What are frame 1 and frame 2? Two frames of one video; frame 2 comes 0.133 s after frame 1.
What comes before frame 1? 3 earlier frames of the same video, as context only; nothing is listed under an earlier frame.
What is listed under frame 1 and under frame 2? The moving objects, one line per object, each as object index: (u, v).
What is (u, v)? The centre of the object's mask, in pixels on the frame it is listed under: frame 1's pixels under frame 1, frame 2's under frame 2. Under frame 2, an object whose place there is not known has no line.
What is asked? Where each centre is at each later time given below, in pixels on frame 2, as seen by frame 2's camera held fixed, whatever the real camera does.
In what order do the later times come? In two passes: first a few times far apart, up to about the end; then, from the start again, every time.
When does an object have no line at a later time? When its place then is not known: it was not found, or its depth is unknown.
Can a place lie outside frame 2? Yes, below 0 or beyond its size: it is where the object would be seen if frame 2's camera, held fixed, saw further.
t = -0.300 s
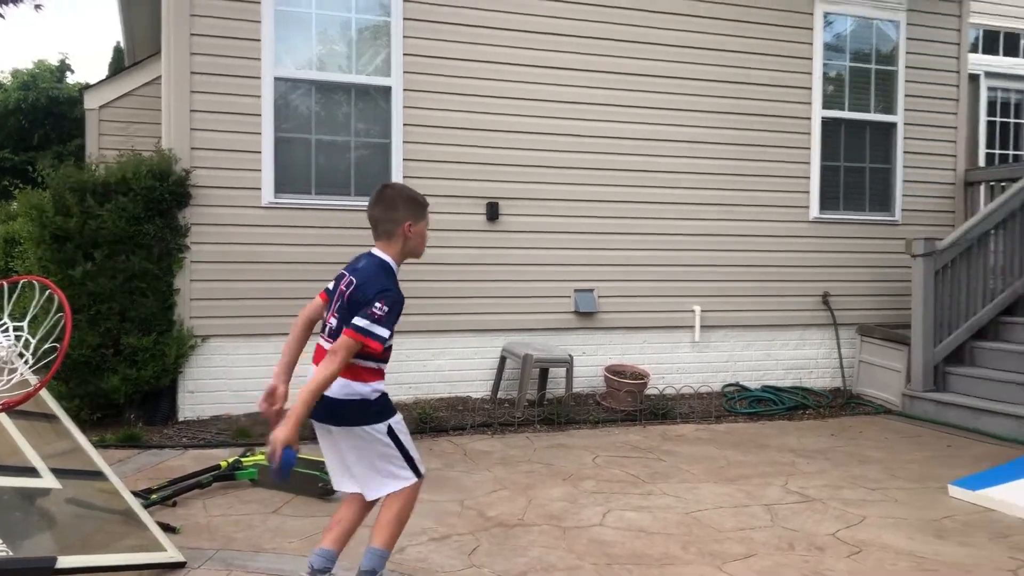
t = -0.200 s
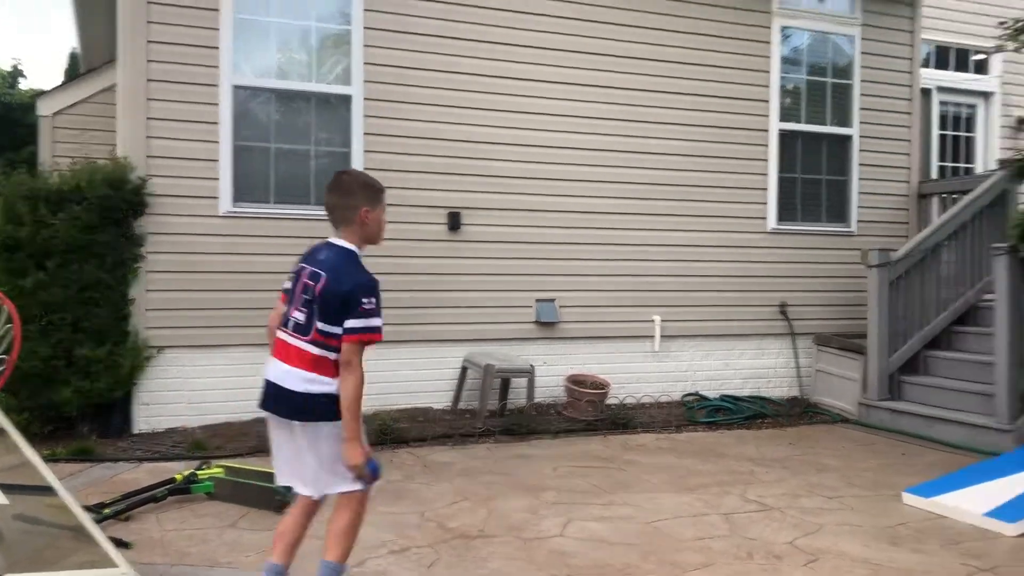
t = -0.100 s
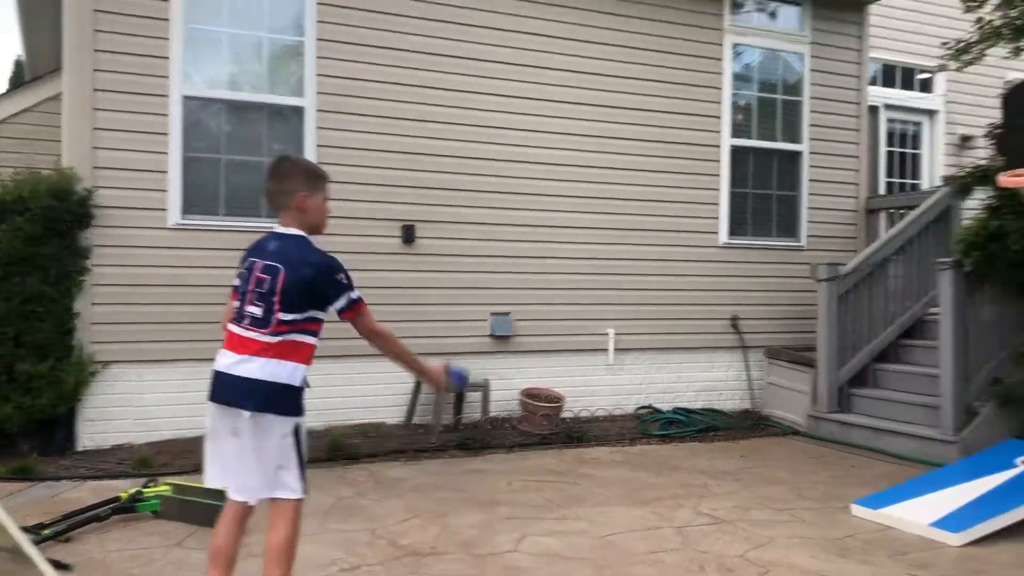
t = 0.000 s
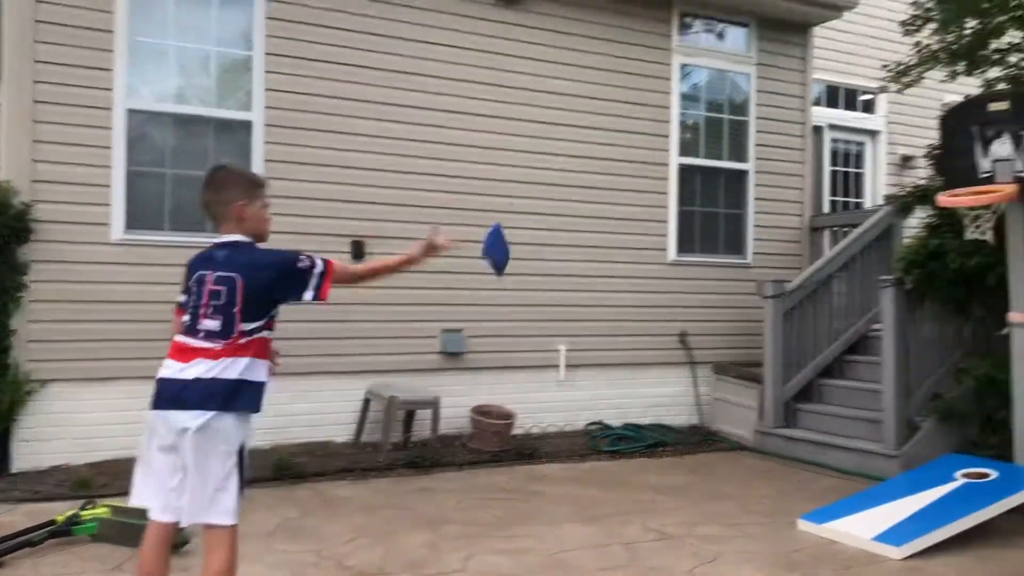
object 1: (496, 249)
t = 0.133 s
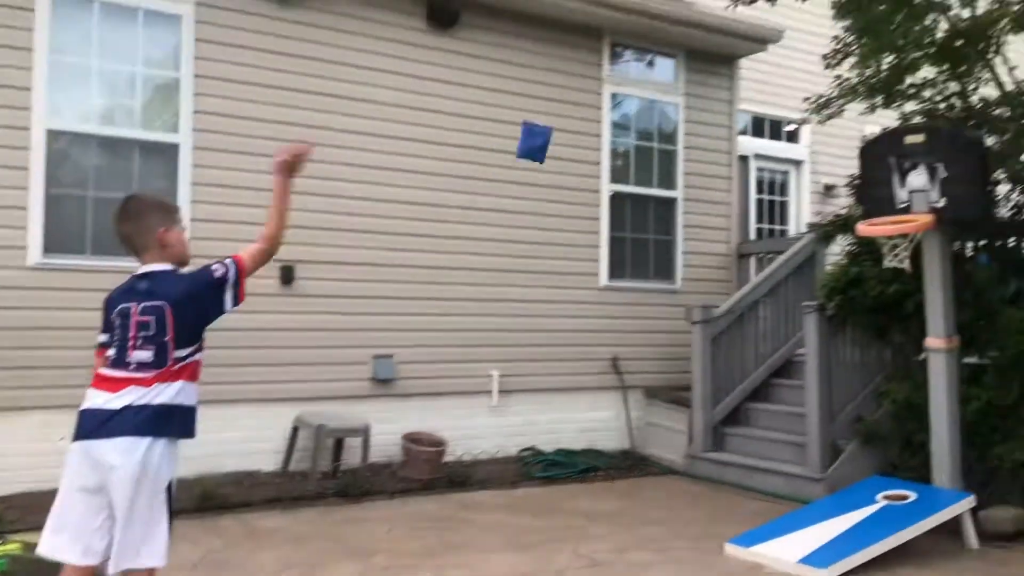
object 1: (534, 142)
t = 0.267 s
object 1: (621, 74)
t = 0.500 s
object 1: (745, 60)
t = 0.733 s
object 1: (840, 149)
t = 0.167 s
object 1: (558, 120)
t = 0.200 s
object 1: (580, 101)
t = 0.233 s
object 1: (601, 86)
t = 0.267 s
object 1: (621, 74)
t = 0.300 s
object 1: (641, 64)
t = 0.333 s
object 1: (660, 57)
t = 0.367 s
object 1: (678, 53)
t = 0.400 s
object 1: (695, 51)
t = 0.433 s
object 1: (712, 50)
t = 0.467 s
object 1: (729, 55)
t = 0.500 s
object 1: (745, 60)
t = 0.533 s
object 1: (759, 68)
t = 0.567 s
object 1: (773, 77)
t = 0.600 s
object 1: (787, 89)
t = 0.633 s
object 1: (801, 101)
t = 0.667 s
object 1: (816, 114)
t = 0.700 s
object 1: (827, 131)
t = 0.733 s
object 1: (840, 149)
